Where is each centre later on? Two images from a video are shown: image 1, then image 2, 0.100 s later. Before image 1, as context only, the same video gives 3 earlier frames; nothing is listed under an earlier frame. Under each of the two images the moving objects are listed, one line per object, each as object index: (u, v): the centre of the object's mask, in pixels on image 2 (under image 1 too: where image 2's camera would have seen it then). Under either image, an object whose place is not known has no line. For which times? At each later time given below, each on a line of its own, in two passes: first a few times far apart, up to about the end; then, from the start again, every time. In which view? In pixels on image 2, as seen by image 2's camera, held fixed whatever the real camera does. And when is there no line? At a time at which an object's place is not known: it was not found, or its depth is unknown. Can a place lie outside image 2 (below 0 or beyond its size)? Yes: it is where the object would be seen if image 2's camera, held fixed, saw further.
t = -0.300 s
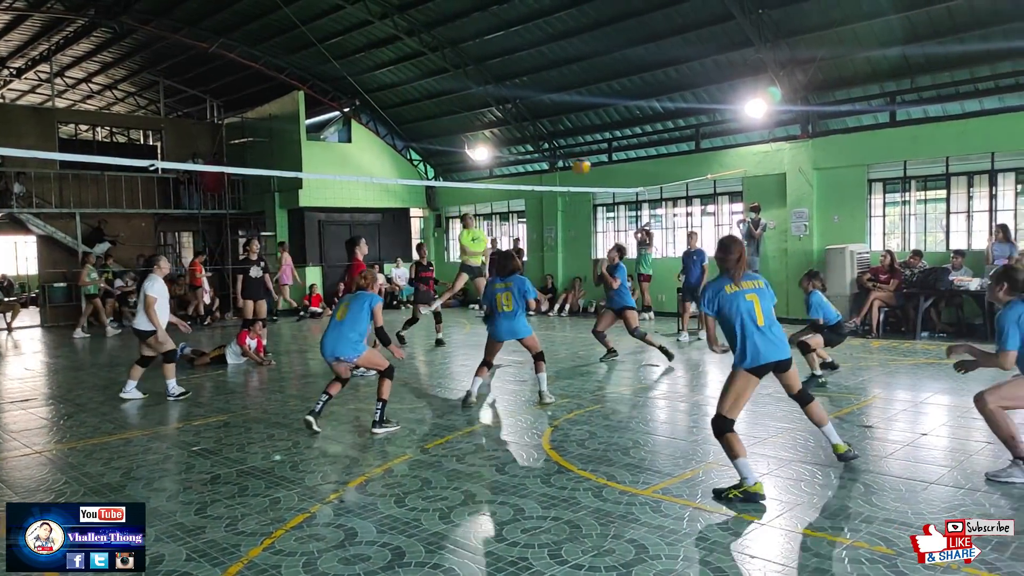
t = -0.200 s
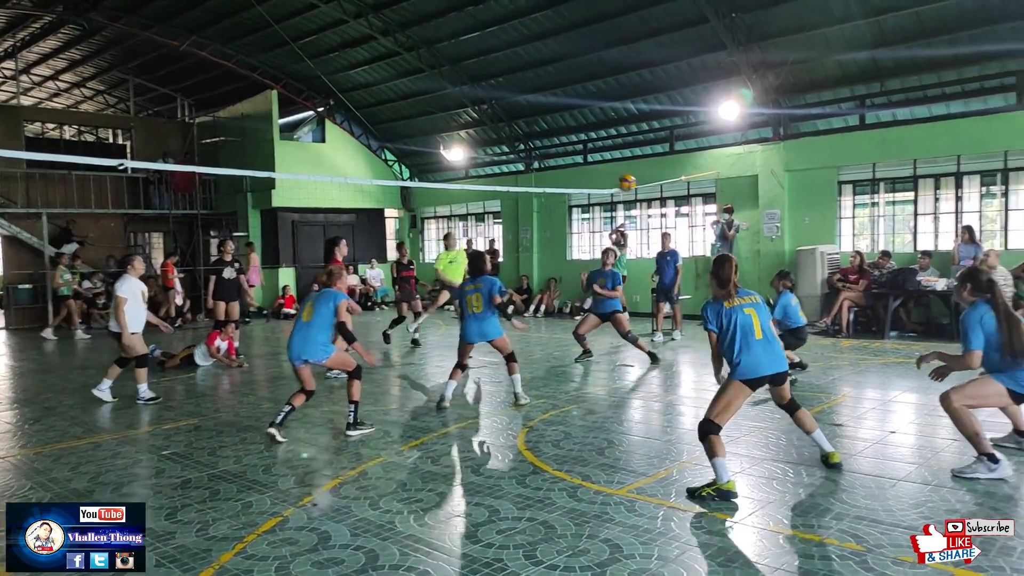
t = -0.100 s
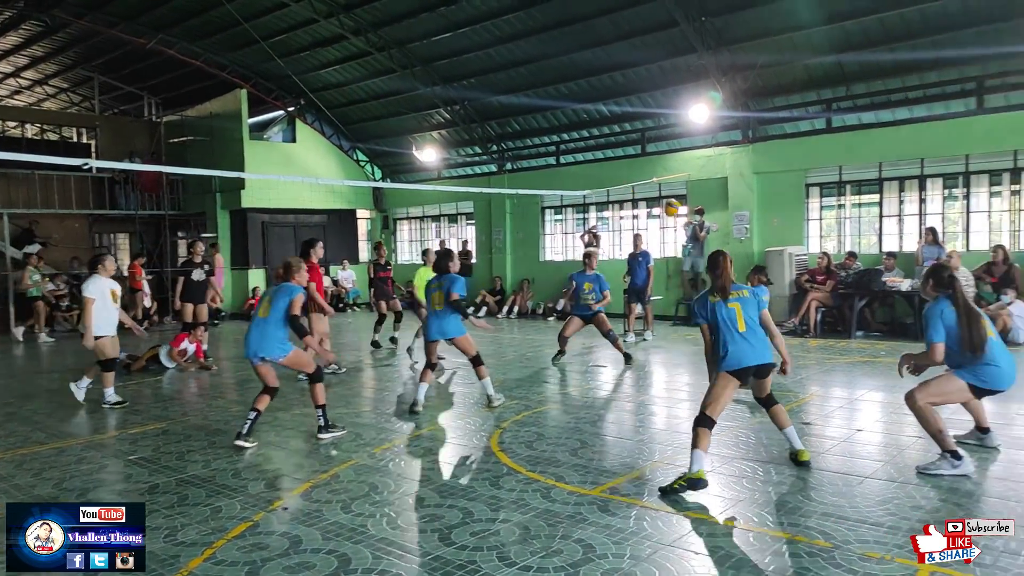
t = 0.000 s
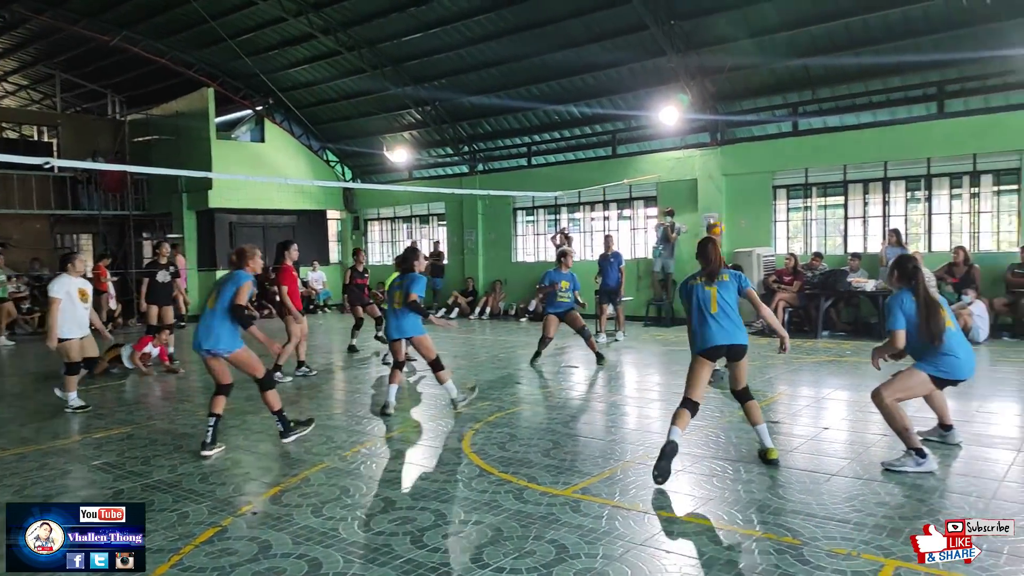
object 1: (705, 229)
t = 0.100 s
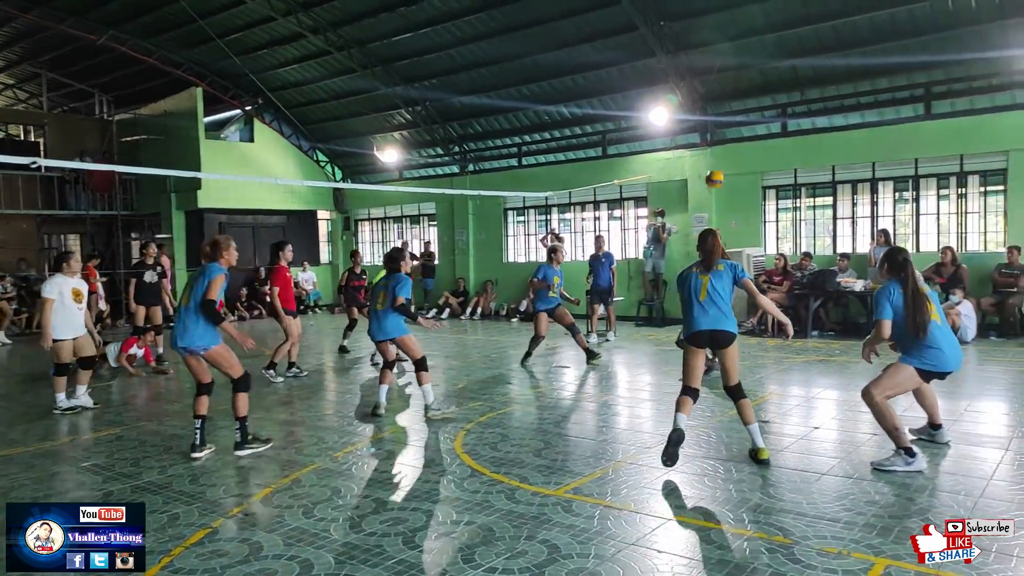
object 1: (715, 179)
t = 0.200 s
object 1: (724, 137)
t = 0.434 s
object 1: (748, 67)
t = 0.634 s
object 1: (769, 41)
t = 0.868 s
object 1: (795, 53)
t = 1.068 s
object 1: (819, 107)
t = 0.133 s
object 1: (717, 164)
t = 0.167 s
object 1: (720, 150)
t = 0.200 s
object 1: (724, 137)
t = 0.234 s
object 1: (726, 124)
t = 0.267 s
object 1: (730, 111)
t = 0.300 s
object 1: (734, 101)
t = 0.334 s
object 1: (737, 92)
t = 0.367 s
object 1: (740, 83)
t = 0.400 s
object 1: (744, 74)
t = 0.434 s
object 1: (748, 67)
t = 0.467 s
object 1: (751, 60)
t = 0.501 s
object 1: (756, 52)
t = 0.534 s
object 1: (758, 49)
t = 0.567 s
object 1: (762, 47)
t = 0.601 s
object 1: (765, 43)
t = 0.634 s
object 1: (769, 41)
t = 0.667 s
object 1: (772, 39)
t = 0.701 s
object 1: (776, 39)
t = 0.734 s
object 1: (779, 40)
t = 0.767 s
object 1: (783, 42)
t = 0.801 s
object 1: (787, 45)
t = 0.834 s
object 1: (791, 48)
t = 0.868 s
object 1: (795, 53)
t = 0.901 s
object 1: (798, 58)
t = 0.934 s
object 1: (802, 65)
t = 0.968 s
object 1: (806, 73)
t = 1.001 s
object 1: (810, 82)
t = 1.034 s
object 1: (815, 96)
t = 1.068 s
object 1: (819, 107)
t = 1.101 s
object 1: (823, 119)
